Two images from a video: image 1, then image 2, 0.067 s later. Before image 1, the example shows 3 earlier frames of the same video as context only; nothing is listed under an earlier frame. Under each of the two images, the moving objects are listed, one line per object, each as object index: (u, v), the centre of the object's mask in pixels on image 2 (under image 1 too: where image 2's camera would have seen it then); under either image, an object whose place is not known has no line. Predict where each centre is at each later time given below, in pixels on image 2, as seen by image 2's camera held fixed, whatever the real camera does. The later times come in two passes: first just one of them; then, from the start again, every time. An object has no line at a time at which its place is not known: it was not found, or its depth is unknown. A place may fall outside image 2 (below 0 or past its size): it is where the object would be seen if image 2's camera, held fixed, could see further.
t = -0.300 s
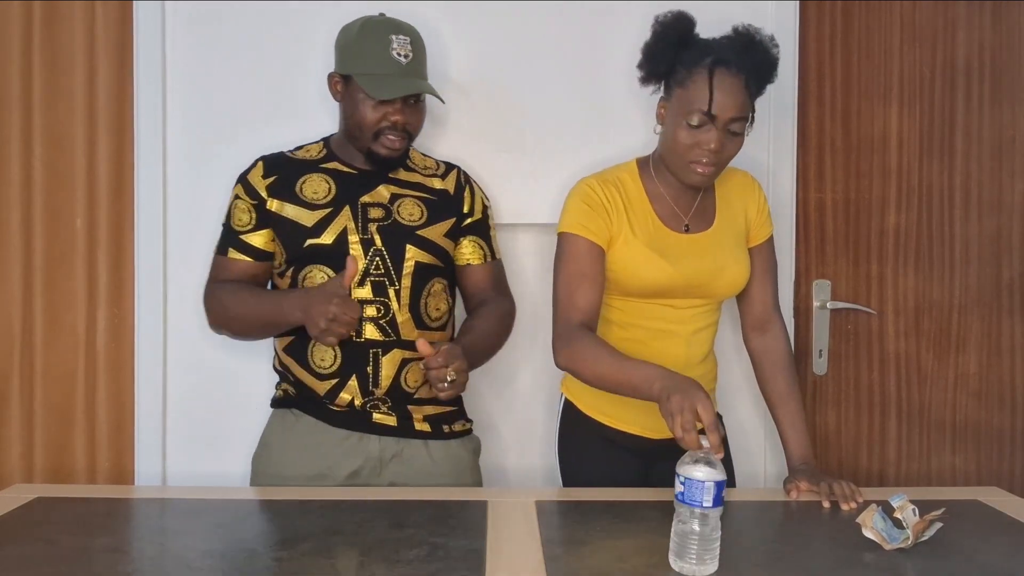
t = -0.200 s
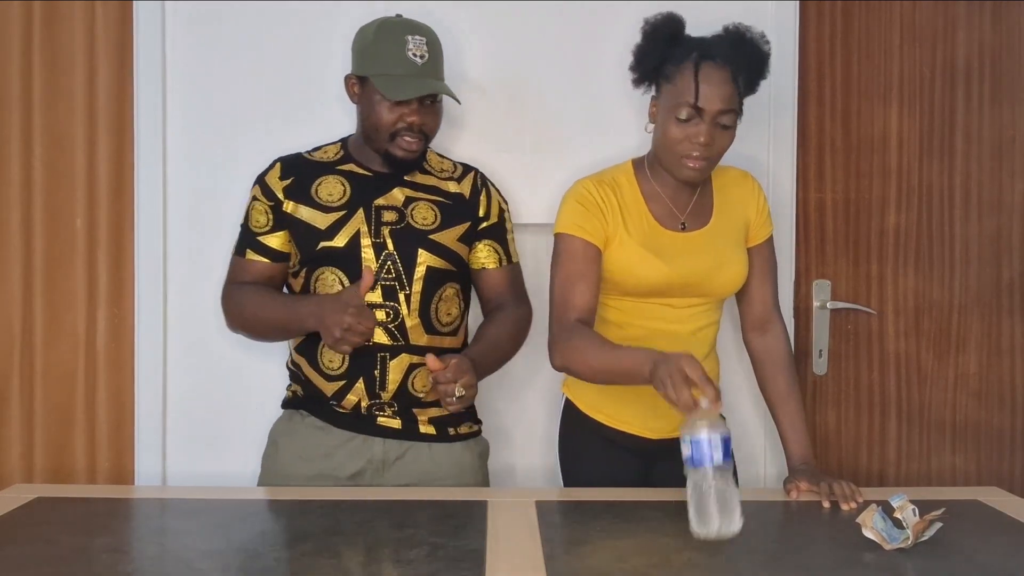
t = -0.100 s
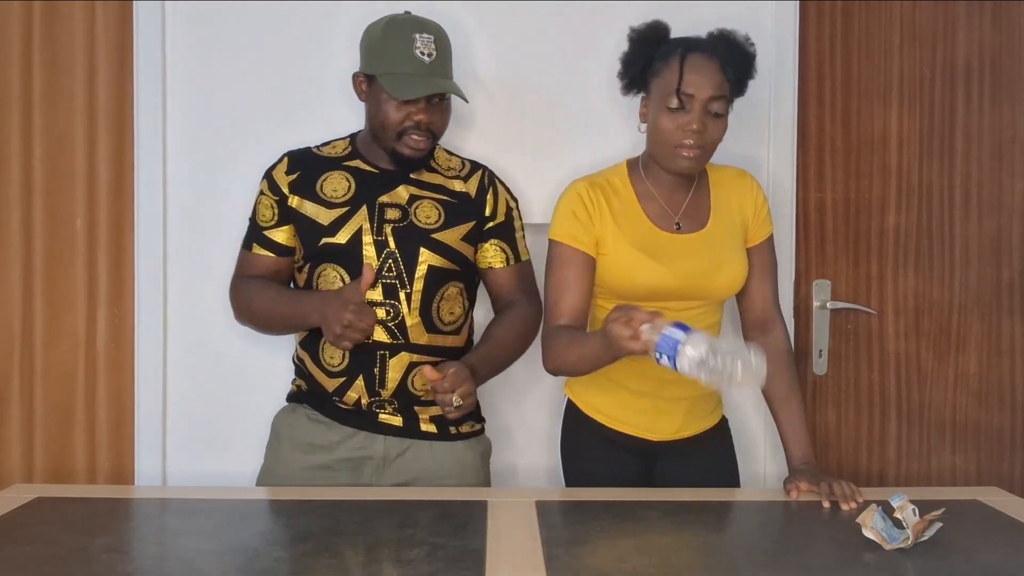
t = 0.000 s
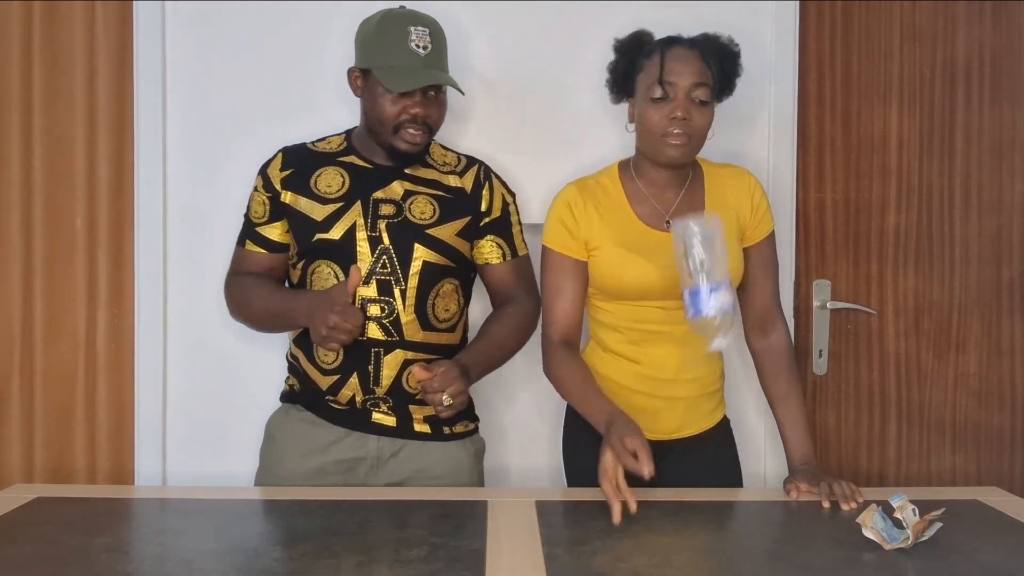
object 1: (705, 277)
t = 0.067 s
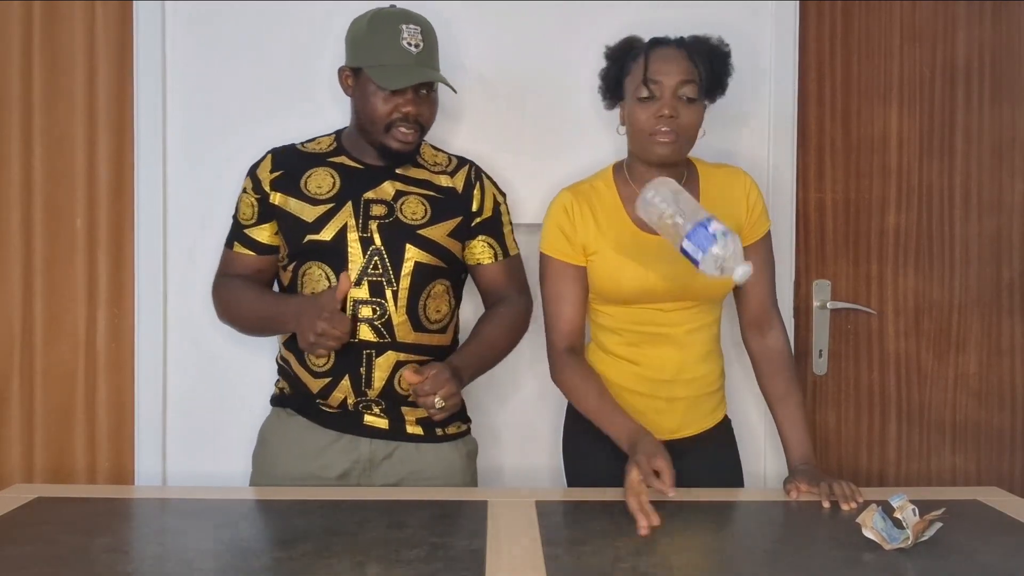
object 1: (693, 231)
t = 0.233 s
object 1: (650, 285)
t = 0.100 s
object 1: (684, 223)
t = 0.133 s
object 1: (676, 226)
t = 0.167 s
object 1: (667, 237)
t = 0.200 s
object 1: (659, 257)
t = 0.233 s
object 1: (650, 285)
